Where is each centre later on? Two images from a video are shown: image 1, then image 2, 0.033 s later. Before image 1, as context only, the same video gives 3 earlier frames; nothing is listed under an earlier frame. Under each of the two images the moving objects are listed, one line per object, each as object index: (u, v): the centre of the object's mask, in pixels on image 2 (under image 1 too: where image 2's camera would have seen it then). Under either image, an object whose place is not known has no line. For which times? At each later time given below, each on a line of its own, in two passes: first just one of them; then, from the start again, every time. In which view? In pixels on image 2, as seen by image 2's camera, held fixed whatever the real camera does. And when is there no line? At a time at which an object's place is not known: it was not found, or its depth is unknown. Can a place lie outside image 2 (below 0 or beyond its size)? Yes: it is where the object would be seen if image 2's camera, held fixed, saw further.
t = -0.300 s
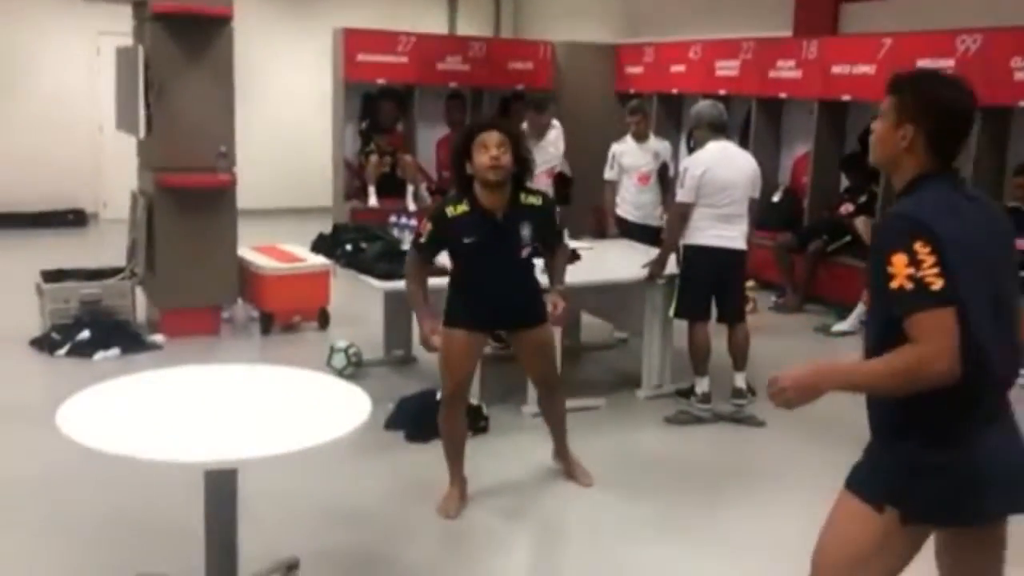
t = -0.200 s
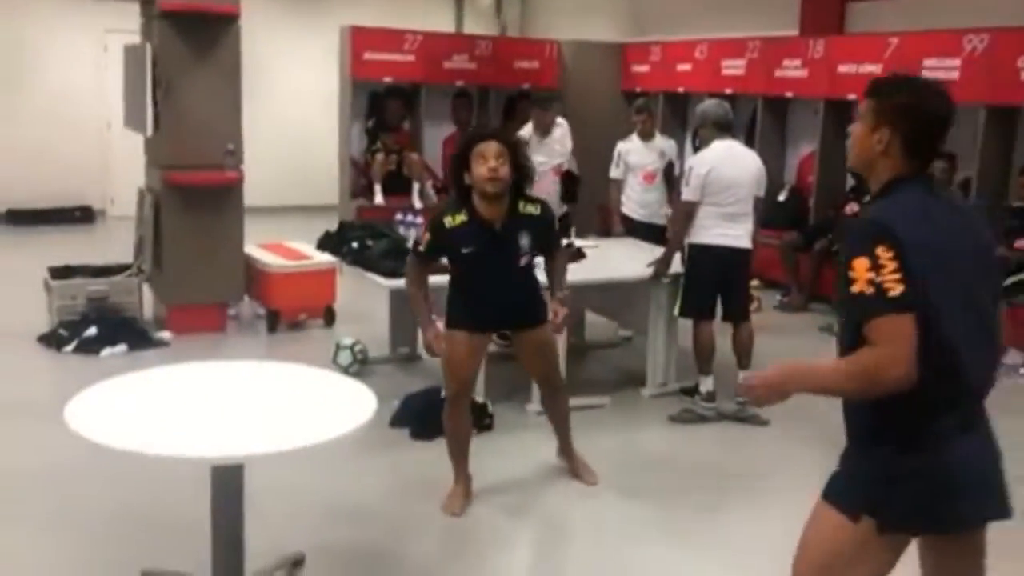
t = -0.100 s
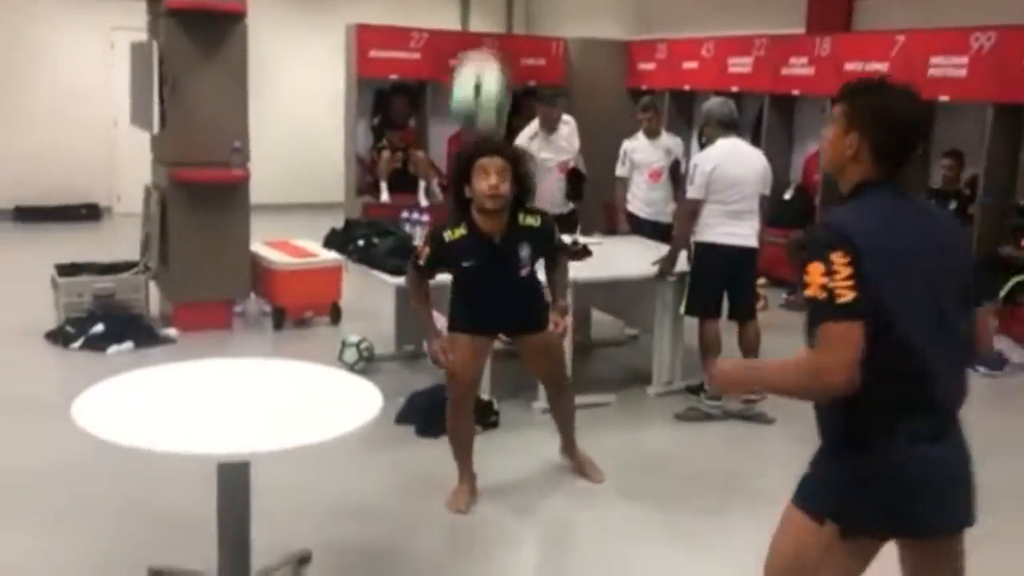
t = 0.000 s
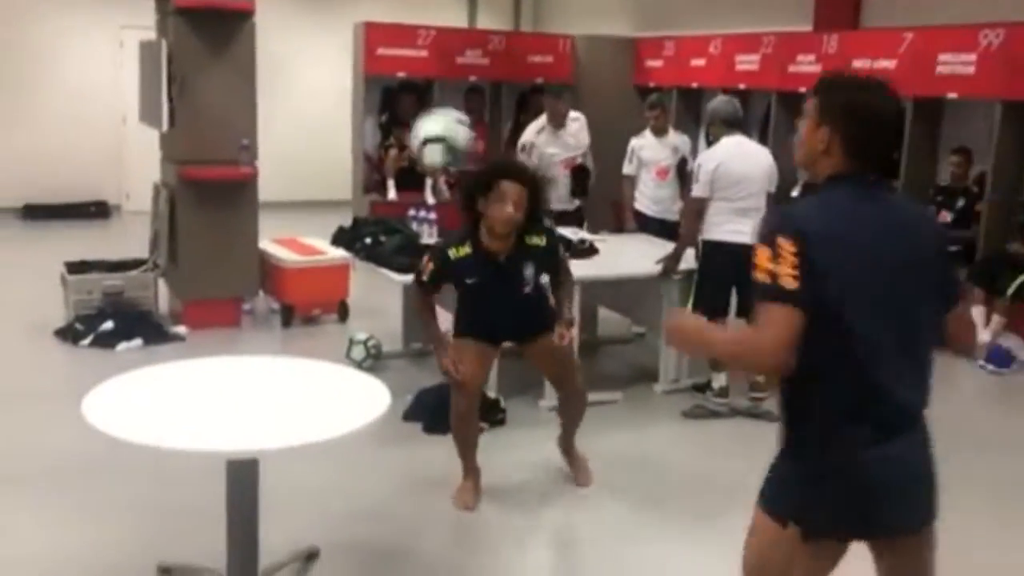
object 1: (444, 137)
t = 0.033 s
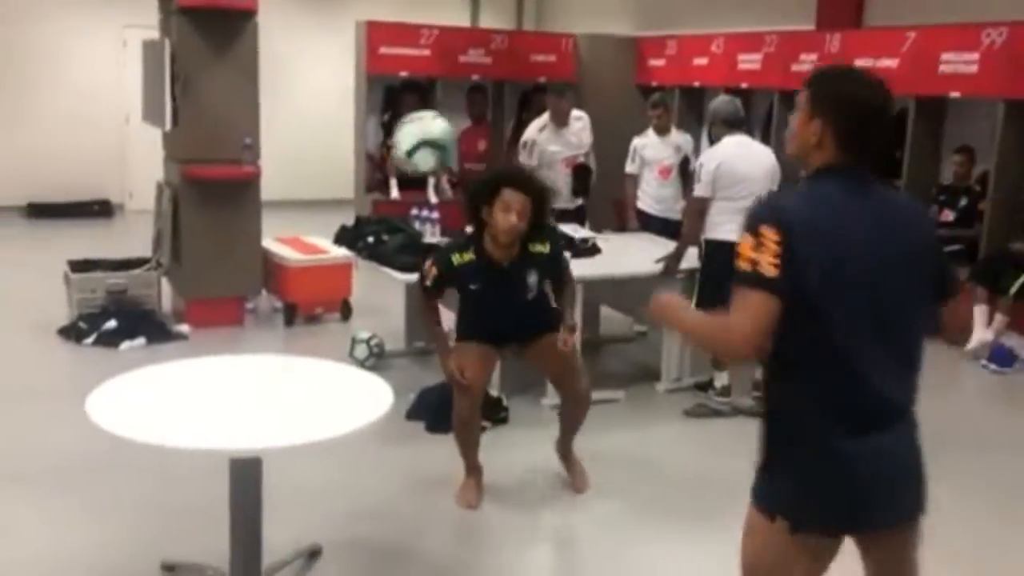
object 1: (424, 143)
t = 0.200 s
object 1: (319, 211)
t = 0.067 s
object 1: (404, 150)
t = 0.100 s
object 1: (383, 160)
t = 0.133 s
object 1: (364, 174)
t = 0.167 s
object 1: (342, 190)
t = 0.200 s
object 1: (319, 211)
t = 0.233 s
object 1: (298, 234)
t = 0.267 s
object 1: (273, 265)
